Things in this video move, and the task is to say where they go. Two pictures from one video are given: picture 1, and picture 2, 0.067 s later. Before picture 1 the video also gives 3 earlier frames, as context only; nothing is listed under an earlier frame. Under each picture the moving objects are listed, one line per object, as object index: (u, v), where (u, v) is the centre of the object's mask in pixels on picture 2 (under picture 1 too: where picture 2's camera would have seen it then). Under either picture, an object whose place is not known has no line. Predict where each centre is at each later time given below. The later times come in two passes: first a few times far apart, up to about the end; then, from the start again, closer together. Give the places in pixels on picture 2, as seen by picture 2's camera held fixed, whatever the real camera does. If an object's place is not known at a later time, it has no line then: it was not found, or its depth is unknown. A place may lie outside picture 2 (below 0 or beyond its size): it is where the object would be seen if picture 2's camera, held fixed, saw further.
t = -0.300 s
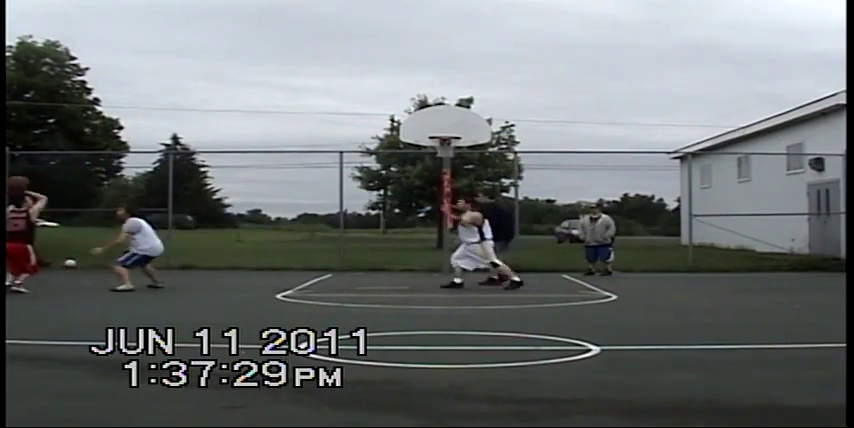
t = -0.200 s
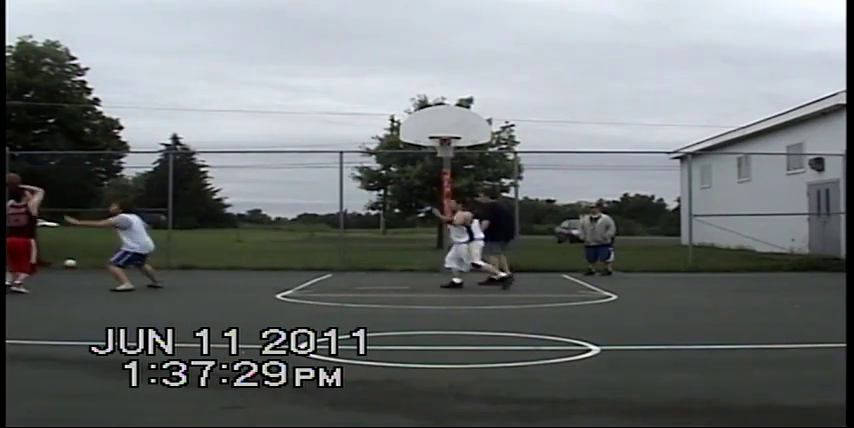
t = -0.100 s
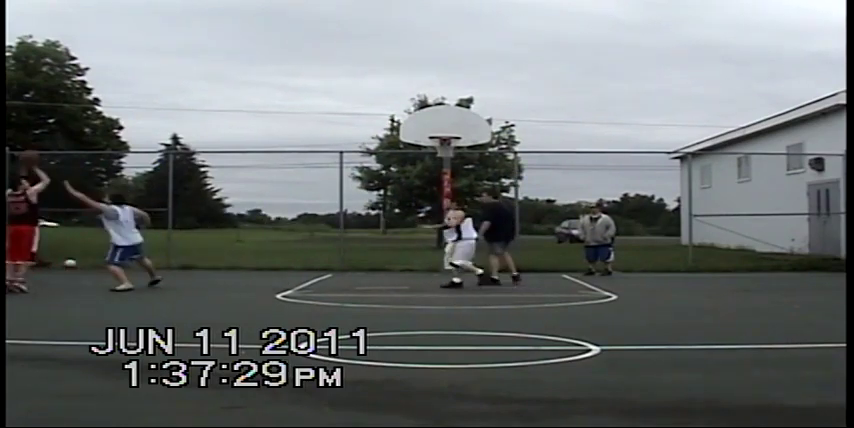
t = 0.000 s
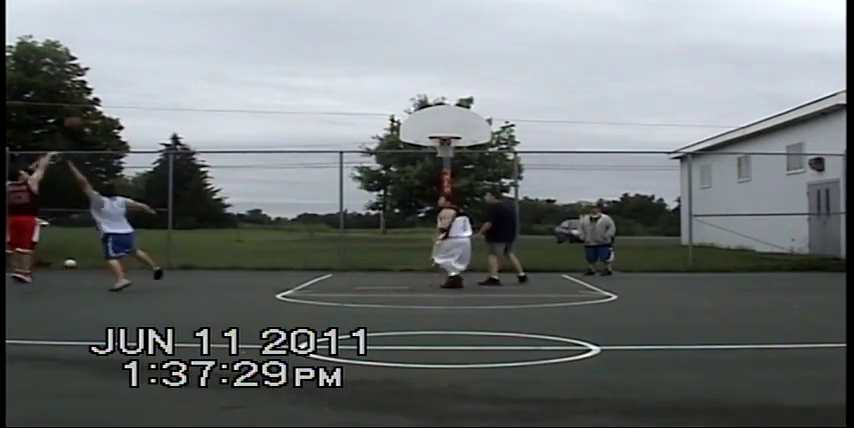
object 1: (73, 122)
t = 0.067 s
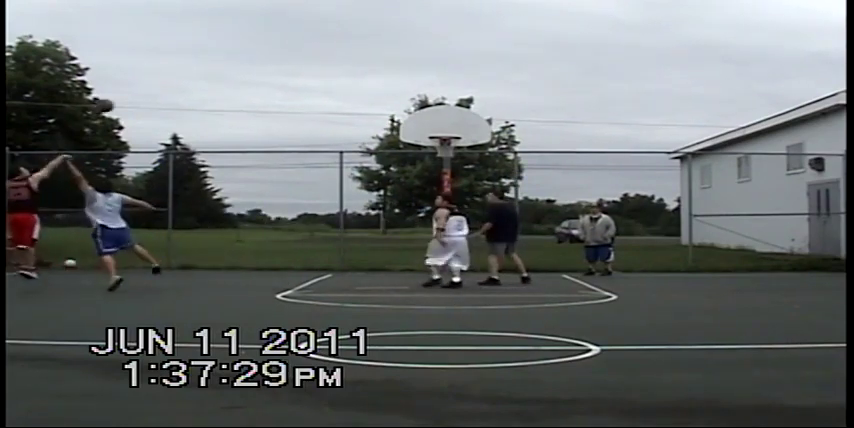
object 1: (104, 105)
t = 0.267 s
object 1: (187, 69)
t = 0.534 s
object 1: (283, 59)
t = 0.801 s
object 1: (367, 83)
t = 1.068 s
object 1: (440, 133)
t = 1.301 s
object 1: (497, 114)
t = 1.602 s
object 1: (574, 124)
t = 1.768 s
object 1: (618, 149)
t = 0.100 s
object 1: (118, 98)
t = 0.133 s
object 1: (133, 90)
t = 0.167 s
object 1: (147, 84)
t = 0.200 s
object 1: (161, 78)
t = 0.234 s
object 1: (174, 74)
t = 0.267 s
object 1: (187, 69)
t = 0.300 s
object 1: (200, 66)
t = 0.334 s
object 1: (213, 63)
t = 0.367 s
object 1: (225, 61)
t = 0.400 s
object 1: (237, 60)
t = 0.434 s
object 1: (249, 59)
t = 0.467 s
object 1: (261, 58)
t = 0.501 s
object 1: (273, 58)
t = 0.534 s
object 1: (283, 59)
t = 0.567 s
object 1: (295, 60)
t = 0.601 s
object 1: (305, 62)
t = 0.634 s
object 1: (316, 65)
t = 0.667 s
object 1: (327, 67)
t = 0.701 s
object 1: (337, 71)
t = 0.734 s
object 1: (347, 74)
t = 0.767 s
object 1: (357, 79)
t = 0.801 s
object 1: (367, 83)
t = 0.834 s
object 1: (377, 88)
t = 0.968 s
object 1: (414, 112)
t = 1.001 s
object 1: (423, 120)
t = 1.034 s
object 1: (432, 127)
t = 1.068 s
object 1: (440, 133)
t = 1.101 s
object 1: (448, 129)
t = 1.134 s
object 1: (456, 125)
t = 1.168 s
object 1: (464, 122)
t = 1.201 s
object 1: (473, 119)
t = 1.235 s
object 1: (481, 117)
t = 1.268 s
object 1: (489, 115)
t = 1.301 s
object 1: (497, 114)
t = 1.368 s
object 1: (514, 112)
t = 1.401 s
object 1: (523, 112)
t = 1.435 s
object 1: (531, 113)
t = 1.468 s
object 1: (540, 114)
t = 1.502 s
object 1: (548, 116)
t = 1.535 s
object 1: (557, 118)
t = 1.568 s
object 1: (565, 121)
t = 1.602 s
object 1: (574, 124)
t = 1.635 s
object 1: (583, 128)
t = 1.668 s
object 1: (592, 133)
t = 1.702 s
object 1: (601, 137)
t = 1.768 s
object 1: (618, 149)
